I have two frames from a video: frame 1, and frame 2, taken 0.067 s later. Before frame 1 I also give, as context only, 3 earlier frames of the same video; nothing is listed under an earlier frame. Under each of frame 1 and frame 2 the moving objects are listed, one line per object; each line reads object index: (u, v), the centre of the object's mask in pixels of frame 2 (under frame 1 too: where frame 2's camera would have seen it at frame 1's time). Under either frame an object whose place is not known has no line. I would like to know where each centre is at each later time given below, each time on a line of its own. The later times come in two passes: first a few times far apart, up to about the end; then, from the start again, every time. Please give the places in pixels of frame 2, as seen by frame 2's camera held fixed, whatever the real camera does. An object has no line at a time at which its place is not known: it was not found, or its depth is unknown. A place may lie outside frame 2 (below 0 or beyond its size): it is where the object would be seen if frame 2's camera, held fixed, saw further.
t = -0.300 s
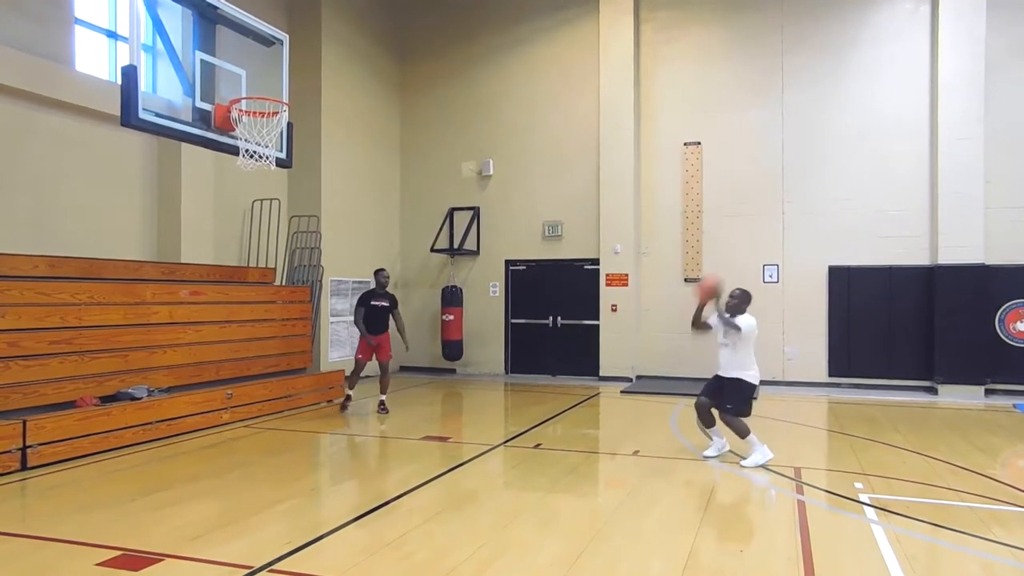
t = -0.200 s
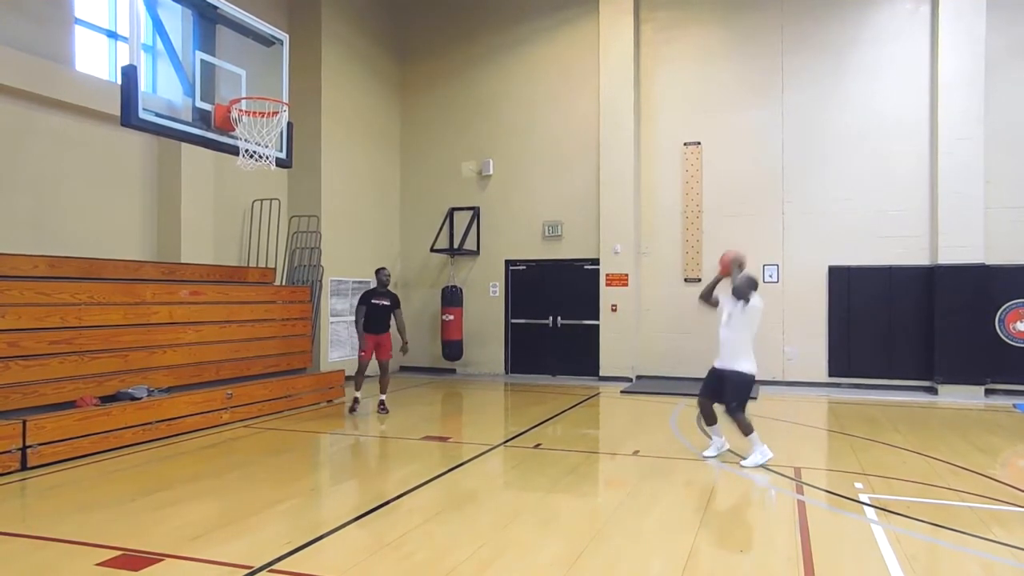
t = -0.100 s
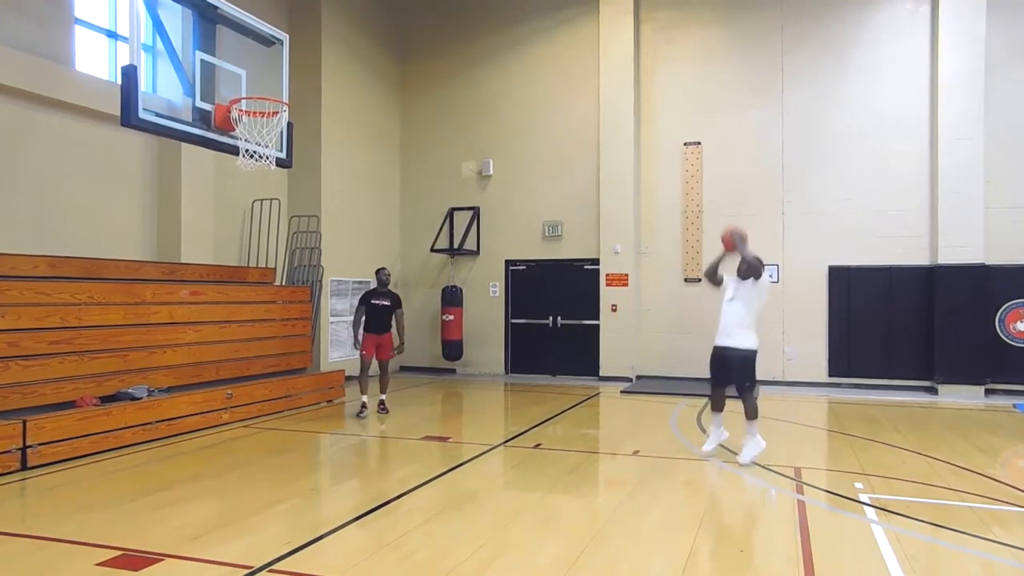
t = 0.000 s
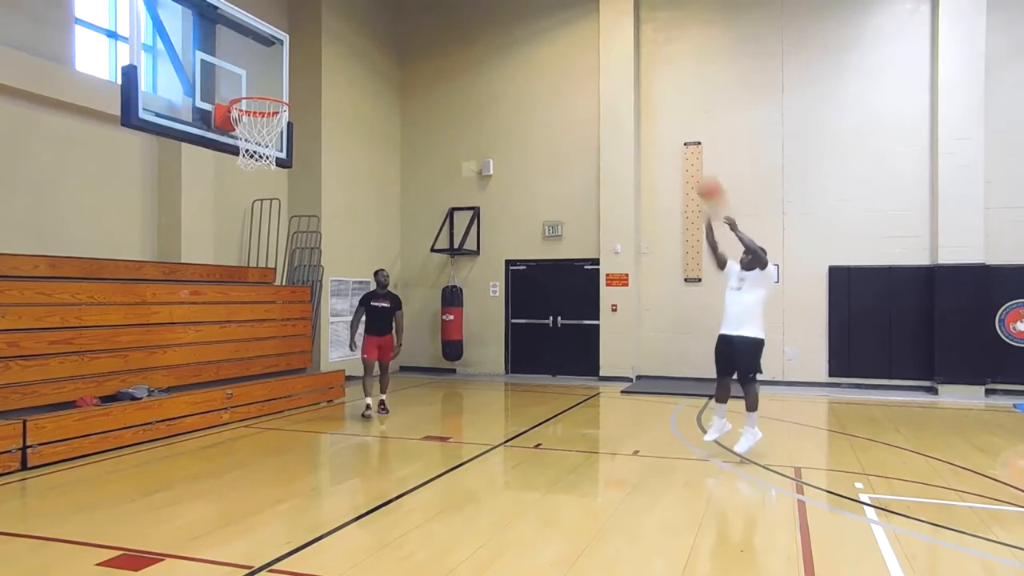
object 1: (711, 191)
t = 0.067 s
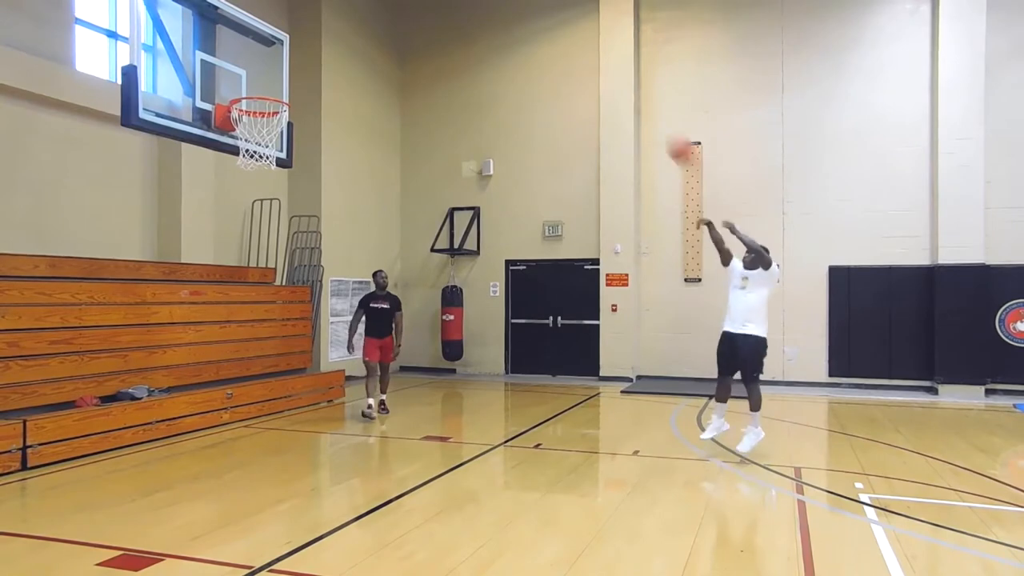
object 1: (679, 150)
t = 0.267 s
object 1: (592, 58)
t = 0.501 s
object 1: (487, 7)
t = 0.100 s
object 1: (666, 133)
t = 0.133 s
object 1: (652, 116)
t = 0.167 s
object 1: (637, 100)
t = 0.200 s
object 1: (622, 85)
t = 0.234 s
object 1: (606, 71)
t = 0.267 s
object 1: (592, 58)
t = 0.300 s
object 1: (577, 48)
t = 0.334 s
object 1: (563, 36)
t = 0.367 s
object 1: (549, 26)
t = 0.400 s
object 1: (532, 18)
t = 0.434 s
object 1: (517, 11)
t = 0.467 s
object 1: (502, 9)
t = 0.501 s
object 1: (487, 7)
